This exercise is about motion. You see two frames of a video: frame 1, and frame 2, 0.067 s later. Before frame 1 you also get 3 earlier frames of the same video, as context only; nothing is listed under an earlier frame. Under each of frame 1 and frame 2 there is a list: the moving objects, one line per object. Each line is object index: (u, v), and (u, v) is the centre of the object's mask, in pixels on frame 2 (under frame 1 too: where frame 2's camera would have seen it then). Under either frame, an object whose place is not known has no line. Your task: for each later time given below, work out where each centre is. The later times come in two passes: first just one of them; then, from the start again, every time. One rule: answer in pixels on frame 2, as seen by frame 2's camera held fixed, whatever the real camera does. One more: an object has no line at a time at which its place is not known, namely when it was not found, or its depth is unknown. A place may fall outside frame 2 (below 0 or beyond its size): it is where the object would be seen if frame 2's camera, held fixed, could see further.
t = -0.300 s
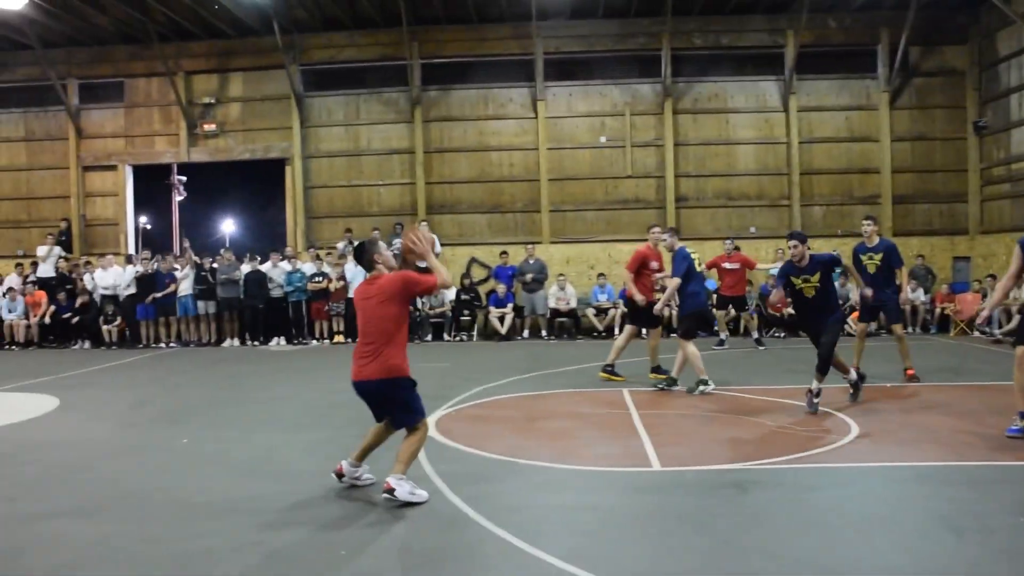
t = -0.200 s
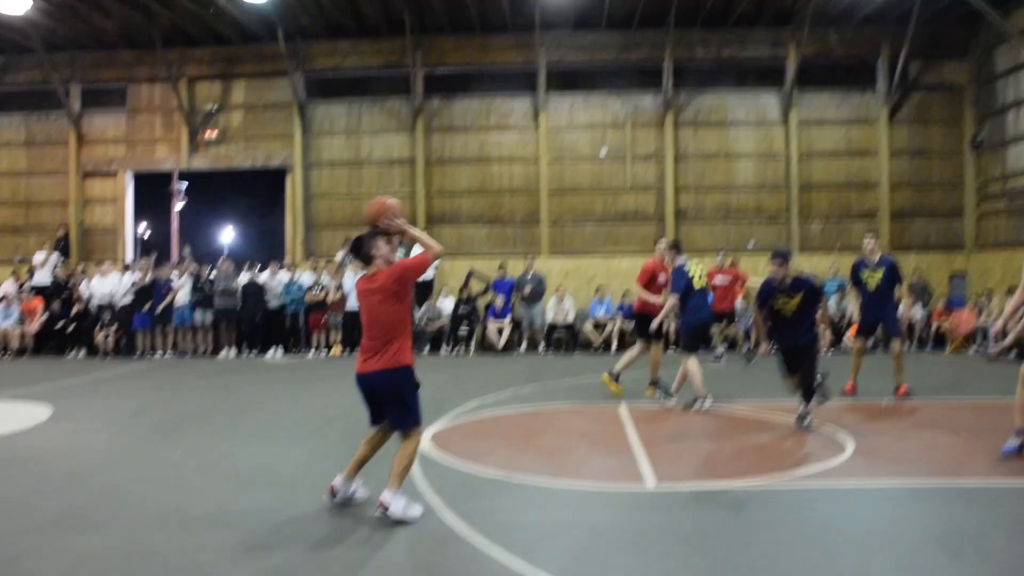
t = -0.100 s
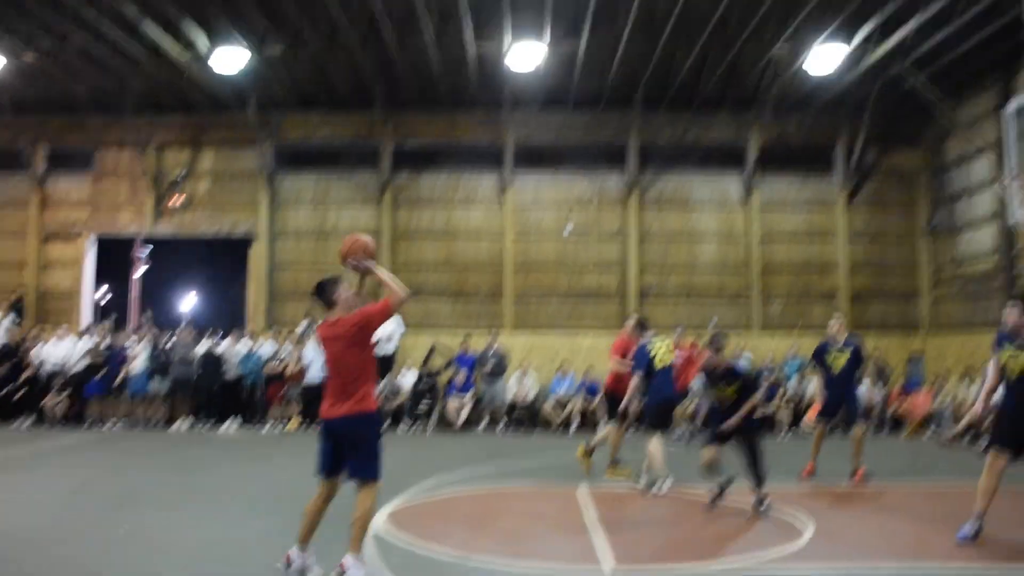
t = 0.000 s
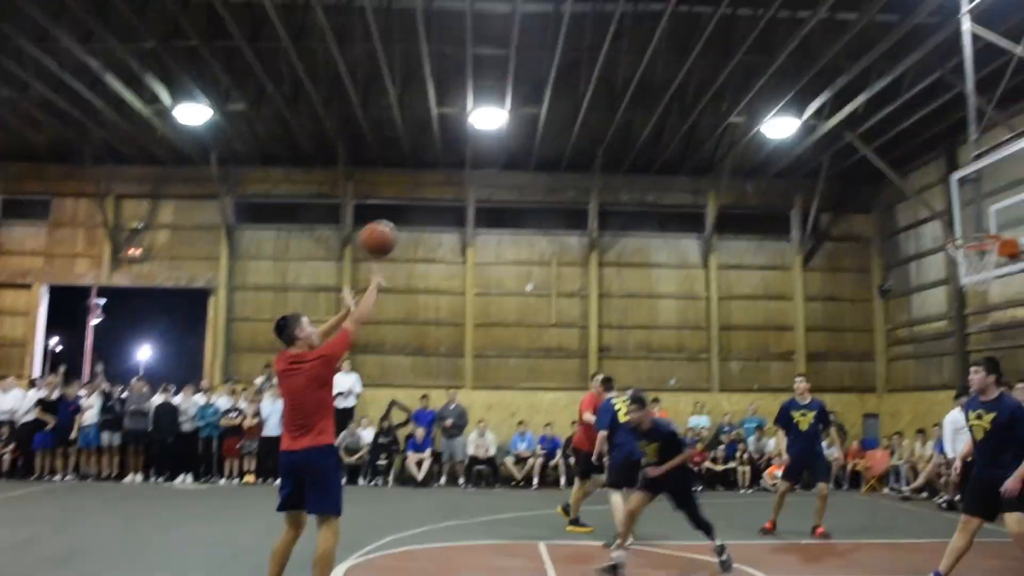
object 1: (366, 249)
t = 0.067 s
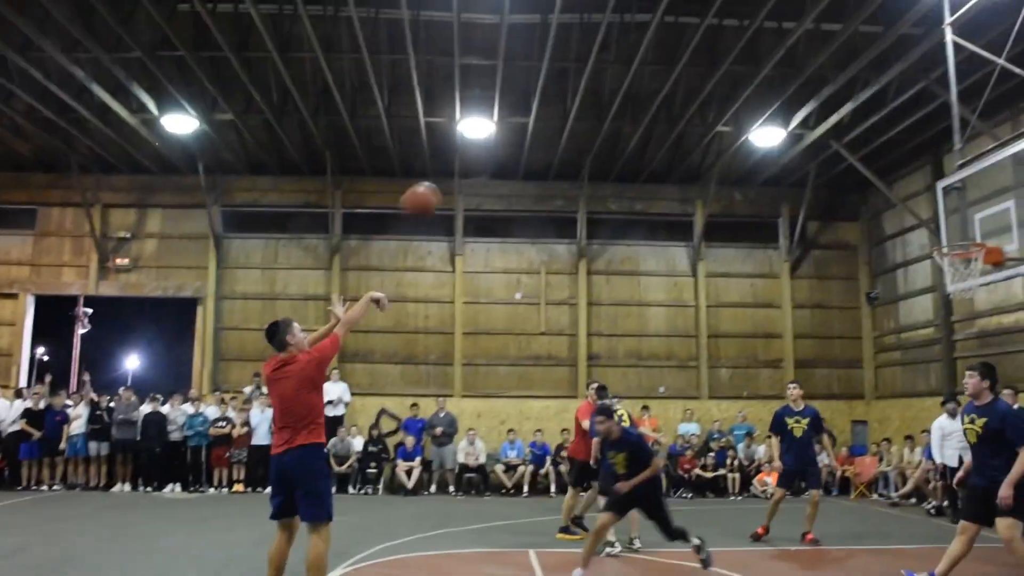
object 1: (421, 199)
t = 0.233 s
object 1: (543, 119)
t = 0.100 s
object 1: (447, 180)
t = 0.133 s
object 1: (471, 163)
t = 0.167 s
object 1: (498, 147)
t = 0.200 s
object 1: (520, 132)
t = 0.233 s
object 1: (543, 119)
